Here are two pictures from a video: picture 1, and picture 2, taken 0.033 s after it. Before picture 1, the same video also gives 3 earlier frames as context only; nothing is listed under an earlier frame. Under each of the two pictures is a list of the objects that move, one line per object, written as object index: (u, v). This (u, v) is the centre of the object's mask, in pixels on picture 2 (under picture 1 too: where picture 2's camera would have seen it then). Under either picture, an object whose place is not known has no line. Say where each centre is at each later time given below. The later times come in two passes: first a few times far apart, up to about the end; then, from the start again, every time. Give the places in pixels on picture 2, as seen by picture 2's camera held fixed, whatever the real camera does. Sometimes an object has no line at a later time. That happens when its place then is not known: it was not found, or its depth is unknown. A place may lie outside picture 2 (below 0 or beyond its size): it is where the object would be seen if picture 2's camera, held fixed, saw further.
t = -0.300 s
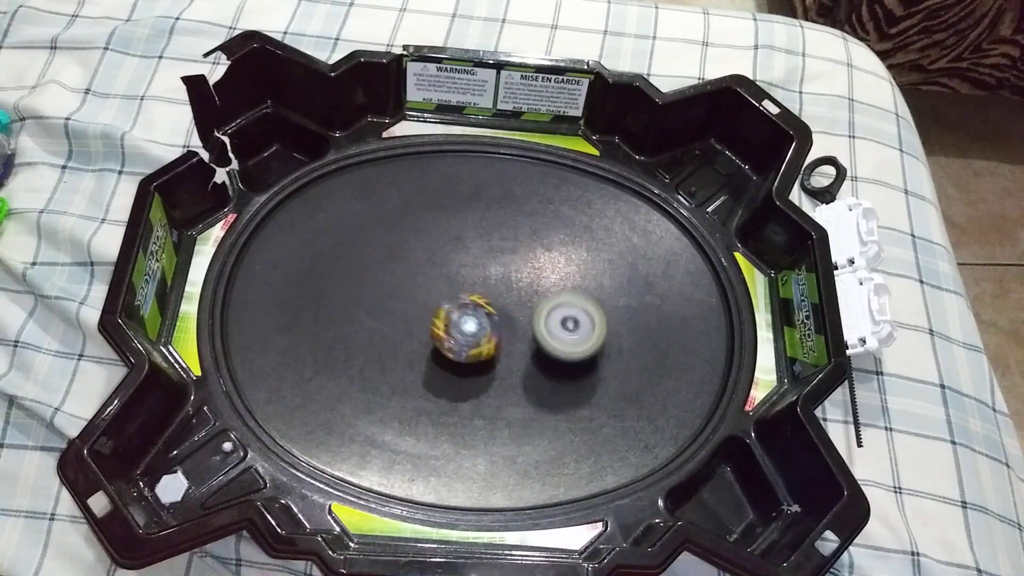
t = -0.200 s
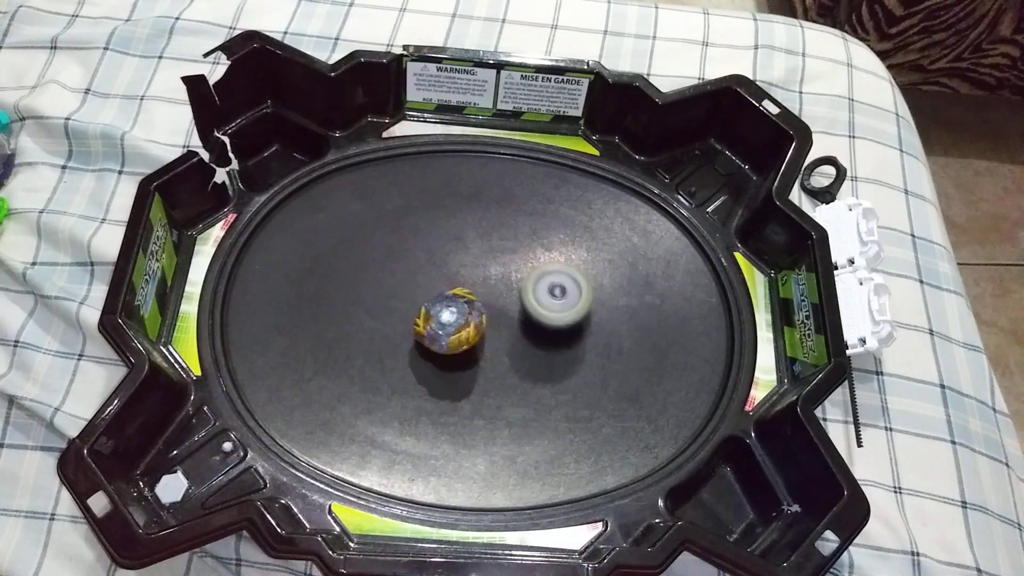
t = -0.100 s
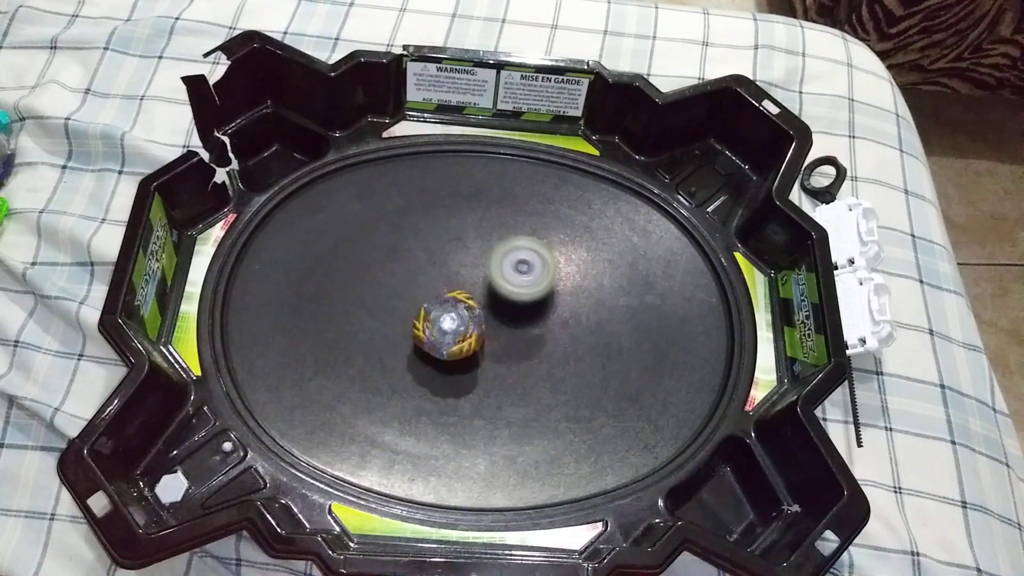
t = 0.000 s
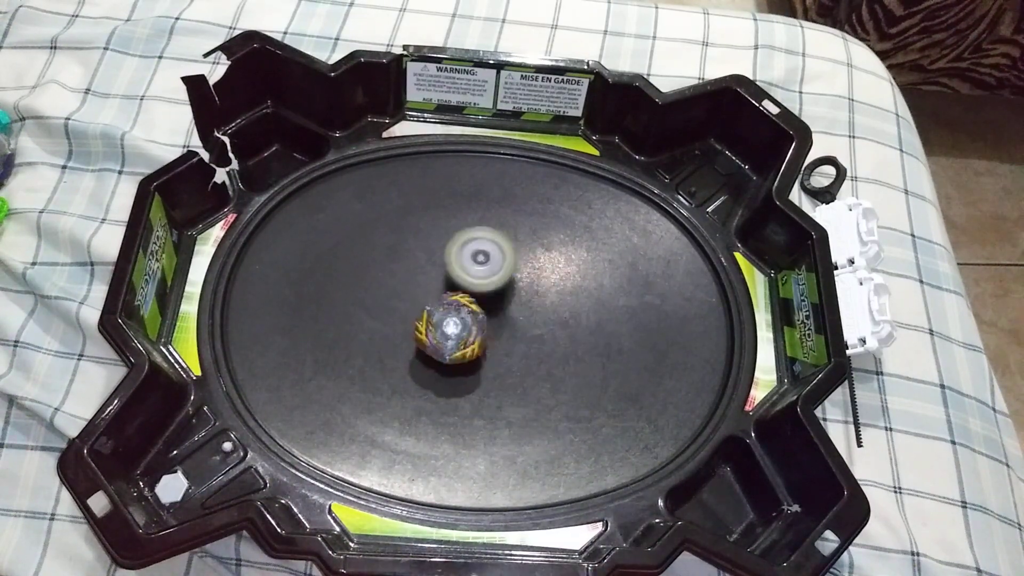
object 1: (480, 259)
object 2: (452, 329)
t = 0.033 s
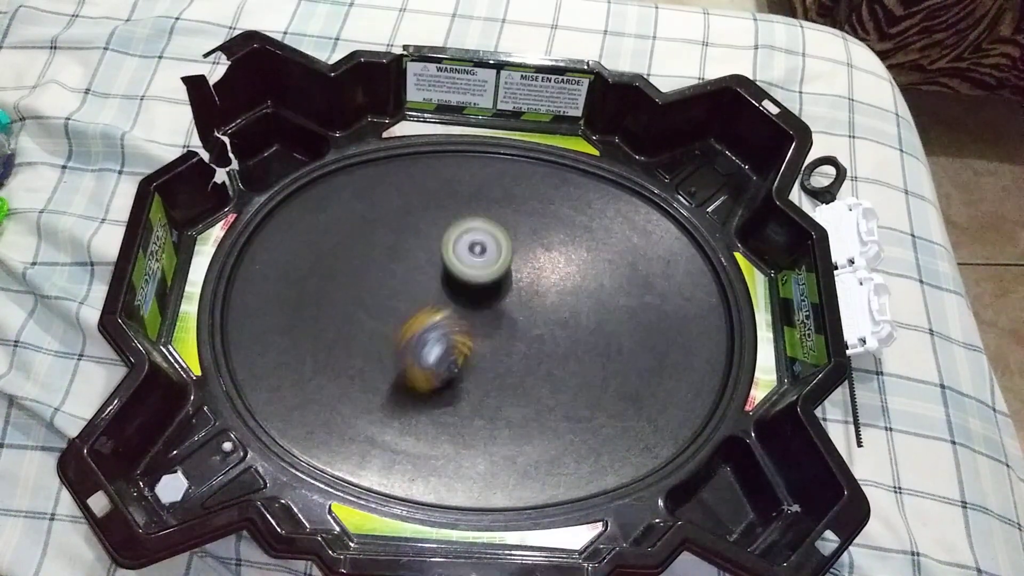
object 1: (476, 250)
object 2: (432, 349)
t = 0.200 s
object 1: (445, 224)
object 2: (295, 419)
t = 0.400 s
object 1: (395, 246)
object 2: (280, 326)
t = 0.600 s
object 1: (428, 302)
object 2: (331, 286)
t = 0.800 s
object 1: (496, 324)
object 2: (396, 322)
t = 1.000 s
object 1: (558, 334)
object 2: (453, 357)
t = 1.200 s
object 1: (599, 320)
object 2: (499, 355)
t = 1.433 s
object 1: (592, 292)
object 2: (517, 322)
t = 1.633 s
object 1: (561, 288)
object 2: (412, 290)
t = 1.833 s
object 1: (514, 319)
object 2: (423, 271)
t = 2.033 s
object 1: (488, 365)
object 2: (443, 306)
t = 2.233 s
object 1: (489, 399)
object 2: (413, 331)
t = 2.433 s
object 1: (506, 399)
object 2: (396, 316)
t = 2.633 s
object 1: (494, 360)
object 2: (419, 312)
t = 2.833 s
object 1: (471, 343)
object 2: (398, 310)
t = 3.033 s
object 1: (462, 332)
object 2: (381, 301)
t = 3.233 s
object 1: (497, 359)
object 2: (291, 231)
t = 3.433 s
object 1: (532, 362)
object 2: (324, 238)
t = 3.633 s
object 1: (552, 354)
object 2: (374, 306)
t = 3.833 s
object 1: (554, 338)
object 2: (400, 329)
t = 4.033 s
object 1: (525, 321)
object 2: (395, 331)
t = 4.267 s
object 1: (479, 318)
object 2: (403, 337)
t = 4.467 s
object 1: (461, 315)
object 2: (361, 330)
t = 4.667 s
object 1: (489, 309)
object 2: (284, 306)
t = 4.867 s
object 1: (525, 307)
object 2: (275, 272)
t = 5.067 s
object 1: (535, 295)
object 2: (348, 313)
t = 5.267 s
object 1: (520, 300)
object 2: (395, 353)
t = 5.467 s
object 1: (504, 328)
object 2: (405, 369)
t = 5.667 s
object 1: (495, 356)
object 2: (419, 377)
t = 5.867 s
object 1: (517, 361)
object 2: (406, 375)
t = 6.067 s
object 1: (520, 343)
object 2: (428, 368)
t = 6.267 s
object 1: (494, 327)
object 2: (438, 377)
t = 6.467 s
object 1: (476, 306)
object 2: (430, 374)
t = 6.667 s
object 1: (457, 285)
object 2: (452, 358)
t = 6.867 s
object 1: (425, 286)
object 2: (475, 365)
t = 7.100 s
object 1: (409, 316)
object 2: (483, 369)
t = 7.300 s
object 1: (411, 331)
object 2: (524, 382)
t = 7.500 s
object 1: (374, 316)
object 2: (650, 434)
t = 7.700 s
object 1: (365, 309)
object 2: (596, 397)
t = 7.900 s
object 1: (383, 307)
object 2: (547, 349)
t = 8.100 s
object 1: (417, 310)
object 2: (532, 329)
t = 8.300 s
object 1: (455, 316)
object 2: (536, 331)
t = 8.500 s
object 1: (473, 320)
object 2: (550, 332)
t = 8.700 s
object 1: (447, 315)
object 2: (585, 387)
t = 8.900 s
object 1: (426, 318)
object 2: (516, 394)
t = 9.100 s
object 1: (409, 321)
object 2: (514, 330)
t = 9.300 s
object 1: (404, 323)
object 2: (560, 342)
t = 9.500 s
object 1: (420, 324)
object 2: (541, 359)
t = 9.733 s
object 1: (433, 314)
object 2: (517, 331)
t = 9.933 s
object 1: (431, 304)
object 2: (532, 310)
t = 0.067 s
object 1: (475, 240)
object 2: (403, 375)
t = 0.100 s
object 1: (471, 233)
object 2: (373, 397)
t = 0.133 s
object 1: (464, 228)
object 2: (345, 409)
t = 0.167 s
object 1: (455, 226)
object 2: (319, 418)
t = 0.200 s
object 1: (445, 224)
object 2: (295, 419)
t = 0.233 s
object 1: (435, 224)
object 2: (280, 408)
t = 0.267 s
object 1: (426, 226)
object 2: (271, 394)
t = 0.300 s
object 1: (417, 229)
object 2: (266, 378)
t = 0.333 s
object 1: (409, 234)
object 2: (266, 357)
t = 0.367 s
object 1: (401, 239)
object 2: (269, 341)
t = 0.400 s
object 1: (395, 246)
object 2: (280, 326)
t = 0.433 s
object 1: (391, 255)
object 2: (292, 312)
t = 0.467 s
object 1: (387, 264)
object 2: (313, 301)
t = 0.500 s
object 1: (393, 273)
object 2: (318, 295)
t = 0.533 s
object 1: (405, 284)
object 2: (319, 290)
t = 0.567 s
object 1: (417, 293)
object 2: (323, 287)
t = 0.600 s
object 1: (428, 302)
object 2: (331, 286)
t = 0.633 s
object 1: (440, 308)
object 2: (340, 289)
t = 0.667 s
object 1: (452, 313)
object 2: (352, 293)
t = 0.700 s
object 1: (463, 316)
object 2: (362, 297)
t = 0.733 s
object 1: (474, 318)
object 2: (374, 306)
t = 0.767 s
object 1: (485, 321)
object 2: (384, 312)
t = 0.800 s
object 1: (496, 324)
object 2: (396, 322)
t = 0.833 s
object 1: (507, 327)
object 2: (407, 327)
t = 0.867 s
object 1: (518, 331)
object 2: (414, 334)
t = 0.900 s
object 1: (529, 334)
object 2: (425, 342)
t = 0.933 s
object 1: (539, 335)
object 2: (436, 345)
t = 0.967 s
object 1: (549, 335)
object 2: (442, 352)
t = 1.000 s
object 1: (558, 334)
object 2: (453, 357)
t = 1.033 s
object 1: (567, 334)
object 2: (461, 357)
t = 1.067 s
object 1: (575, 332)
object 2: (470, 359)
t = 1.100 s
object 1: (582, 330)
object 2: (478, 361)
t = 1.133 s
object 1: (589, 327)
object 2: (484, 358)
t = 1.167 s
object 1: (595, 324)
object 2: (493, 357)
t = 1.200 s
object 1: (599, 320)
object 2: (499, 355)
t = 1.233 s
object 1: (603, 316)
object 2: (507, 350)
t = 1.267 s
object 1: (605, 311)
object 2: (511, 345)
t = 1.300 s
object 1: (605, 307)
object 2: (516, 342)
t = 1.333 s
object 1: (603, 303)
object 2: (522, 337)
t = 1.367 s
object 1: (600, 299)
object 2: (525, 329)
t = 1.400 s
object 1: (595, 295)
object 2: (524, 323)
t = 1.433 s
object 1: (592, 292)
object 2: (517, 322)
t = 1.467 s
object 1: (592, 289)
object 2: (495, 321)
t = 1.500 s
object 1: (590, 286)
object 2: (473, 318)
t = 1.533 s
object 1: (584, 284)
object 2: (455, 311)
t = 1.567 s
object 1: (577, 285)
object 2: (437, 307)
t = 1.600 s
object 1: (569, 285)
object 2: (422, 299)
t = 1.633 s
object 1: (561, 288)
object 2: (412, 290)
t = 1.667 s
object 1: (552, 290)
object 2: (406, 283)
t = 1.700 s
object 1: (544, 295)
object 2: (405, 278)
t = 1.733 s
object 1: (536, 300)
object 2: (408, 274)
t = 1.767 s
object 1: (527, 306)
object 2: (411, 271)
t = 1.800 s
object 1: (520, 312)
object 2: (416, 271)
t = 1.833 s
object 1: (514, 319)
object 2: (423, 271)
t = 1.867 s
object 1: (508, 327)
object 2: (427, 272)
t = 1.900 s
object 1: (503, 335)
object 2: (432, 277)
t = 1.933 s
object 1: (499, 342)
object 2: (437, 283)
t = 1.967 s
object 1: (494, 350)
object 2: (441, 290)
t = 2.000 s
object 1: (491, 357)
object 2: (444, 299)
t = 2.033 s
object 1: (488, 365)
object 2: (443, 306)
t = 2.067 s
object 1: (486, 372)
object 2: (441, 315)
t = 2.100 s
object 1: (485, 378)
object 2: (437, 322)
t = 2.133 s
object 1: (485, 384)
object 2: (432, 327)
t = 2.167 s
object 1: (485, 390)
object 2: (424, 330)
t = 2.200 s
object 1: (487, 394)
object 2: (418, 331)
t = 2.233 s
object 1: (489, 399)
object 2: (413, 331)
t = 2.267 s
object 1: (491, 401)
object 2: (406, 329)
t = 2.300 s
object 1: (493, 404)
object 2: (402, 326)
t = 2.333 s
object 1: (496, 405)
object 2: (399, 324)
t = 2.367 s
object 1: (500, 405)
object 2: (397, 321)
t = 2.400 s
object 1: (503, 403)
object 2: (396, 318)
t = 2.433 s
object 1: (506, 399)
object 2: (396, 316)
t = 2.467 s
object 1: (507, 394)
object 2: (399, 314)
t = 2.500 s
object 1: (507, 388)
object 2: (401, 311)
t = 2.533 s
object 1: (506, 381)
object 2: (404, 311)
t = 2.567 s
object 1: (504, 374)
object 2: (409, 311)
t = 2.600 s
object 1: (500, 367)
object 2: (415, 311)
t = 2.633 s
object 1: (494, 360)
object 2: (419, 312)
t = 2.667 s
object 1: (488, 354)
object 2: (423, 316)
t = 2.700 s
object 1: (484, 351)
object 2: (422, 315)
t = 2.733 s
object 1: (480, 347)
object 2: (418, 314)
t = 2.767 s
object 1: (476, 345)
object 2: (412, 314)
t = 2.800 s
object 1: (472, 343)
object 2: (406, 313)
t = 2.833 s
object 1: (471, 343)
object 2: (398, 310)
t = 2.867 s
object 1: (471, 341)
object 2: (390, 307)
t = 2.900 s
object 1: (471, 340)
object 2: (382, 305)
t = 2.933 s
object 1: (470, 338)
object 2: (375, 304)
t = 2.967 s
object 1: (468, 336)
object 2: (374, 303)
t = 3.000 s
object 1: (466, 334)
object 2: (377, 302)
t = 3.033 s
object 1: (462, 332)
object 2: (381, 301)
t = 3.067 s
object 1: (458, 329)
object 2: (384, 299)
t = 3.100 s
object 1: (453, 327)
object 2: (385, 300)
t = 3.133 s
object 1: (465, 338)
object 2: (359, 283)
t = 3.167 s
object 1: (478, 347)
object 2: (333, 263)
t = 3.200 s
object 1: (489, 354)
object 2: (309, 245)
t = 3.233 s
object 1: (497, 359)
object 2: (291, 231)
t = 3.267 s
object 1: (504, 361)
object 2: (282, 220)
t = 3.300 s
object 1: (511, 362)
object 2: (284, 217)
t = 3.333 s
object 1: (516, 363)
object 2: (293, 218)
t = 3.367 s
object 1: (522, 363)
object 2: (303, 223)
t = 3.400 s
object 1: (527, 363)
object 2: (313, 229)
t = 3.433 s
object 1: (532, 362)
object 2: (324, 238)
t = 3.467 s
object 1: (536, 361)
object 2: (334, 251)
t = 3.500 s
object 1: (540, 360)
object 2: (343, 264)
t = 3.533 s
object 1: (543, 359)
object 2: (351, 277)
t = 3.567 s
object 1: (547, 358)
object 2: (358, 288)
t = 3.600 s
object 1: (549, 356)
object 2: (365, 298)
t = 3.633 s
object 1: (552, 354)
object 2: (374, 306)
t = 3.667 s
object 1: (554, 353)
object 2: (381, 312)
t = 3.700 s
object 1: (556, 350)
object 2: (388, 316)
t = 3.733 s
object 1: (556, 348)
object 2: (394, 320)
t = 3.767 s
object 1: (557, 344)
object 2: (398, 323)
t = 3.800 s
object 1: (556, 341)
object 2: (400, 326)
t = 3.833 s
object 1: (554, 338)
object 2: (400, 329)
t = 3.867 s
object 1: (550, 335)
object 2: (399, 330)
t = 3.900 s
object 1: (546, 331)
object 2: (399, 332)
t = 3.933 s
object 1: (542, 329)
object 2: (397, 332)
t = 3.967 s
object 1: (537, 326)
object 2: (395, 332)
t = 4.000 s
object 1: (531, 324)
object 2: (395, 331)
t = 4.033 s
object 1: (525, 321)
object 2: (395, 331)
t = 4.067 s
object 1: (519, 319)
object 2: (397, 330)
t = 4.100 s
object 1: (513, 318)
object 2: (398, 331)
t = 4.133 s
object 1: (507, 318)
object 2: (399, 331)
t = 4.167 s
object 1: (500, 318)
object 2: (401, 332)
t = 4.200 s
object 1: (493, 319)
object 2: (402, 334)
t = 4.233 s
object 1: (486, 318)
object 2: (402, 335)
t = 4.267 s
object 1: (479, 318)
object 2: (403, 337)
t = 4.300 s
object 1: (475, 318)
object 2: (393, 338)
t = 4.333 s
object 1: (477, 318)
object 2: (377, 339)
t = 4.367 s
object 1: (474, 319)
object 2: (366, 339)
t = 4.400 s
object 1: (470, 317)
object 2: (361, 338)
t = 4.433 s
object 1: (466, 317)
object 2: (359, 336)
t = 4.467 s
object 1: (461, 315)
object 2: (361, 330)
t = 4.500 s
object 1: (457, 313)
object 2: (362, 324)
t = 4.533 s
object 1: (452, 311)
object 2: (367, 322)
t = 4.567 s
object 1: (452, 310)
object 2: (364, 321)
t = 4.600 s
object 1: (468, 310)
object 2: (330, 316)
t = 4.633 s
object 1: (481, 310)
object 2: (303, 311)
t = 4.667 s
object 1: (489, 309)
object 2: (284, 306)
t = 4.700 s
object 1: (496, 308)
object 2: (269, 300)
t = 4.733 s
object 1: (502, 308)
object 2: (262, 294)
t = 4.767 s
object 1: (508, 308)
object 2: (260, 287)
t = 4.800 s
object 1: (514, 308)
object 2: (262, 281)
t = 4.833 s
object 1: (521, 308)
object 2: (266, 276)
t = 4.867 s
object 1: (525, 307)
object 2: (275, 272)
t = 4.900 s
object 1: (528, 305)
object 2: (283, 272)
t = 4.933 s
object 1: (531, 303)
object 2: (295, 275)
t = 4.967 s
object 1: (533, 301)
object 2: (310, 281)
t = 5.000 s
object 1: (534, 300)
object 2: (323, 290)
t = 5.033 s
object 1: (535, 297)
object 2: (337, 302)
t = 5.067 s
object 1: (535, 295)
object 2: (348, 313)
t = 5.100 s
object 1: (534, 295)
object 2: (359, 323)
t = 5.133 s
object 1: (532, 294)
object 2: (368, 333)
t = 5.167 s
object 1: (530, 294)
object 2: (377, 341)
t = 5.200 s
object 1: (527, 296)
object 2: (385, 346)
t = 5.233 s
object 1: (523, 297)
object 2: (391, 350)
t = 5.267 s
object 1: (520, 300)
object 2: (395, 353)
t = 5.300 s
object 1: (515, 302)
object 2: (399, 356)
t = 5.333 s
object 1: (512, 306)
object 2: (401, 359)
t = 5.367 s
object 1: (511, 310)
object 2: (402, 362)
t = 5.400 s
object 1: (510, 317)
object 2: (404, 364)
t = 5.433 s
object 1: (507, 323)
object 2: (404, 367)
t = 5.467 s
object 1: (504, 328)
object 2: (405, 369)
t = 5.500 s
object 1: (501, 334)
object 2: (409, 371)
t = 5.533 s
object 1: (499, 339)
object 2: (412, 372)
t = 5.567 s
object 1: (497, 343)
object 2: (413, 372)
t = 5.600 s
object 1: (496, 348)
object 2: (414, 374)
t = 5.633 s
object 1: (496, 352)
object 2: (416, 376)
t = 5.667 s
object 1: (495, 356)
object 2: (419, 377)
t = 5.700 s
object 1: (497, 359)
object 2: (419, 377)
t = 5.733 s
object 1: (503, 362)
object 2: (413, 376)
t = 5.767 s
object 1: (507, 363)
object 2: (410, 377)
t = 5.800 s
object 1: (511, 363)
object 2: (407, 377)
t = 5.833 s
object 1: (515, 363)
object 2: (405, 377)
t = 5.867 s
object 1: (517, 361)
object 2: (406, 375)
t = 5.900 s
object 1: (520, 359)
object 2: (409, 374)
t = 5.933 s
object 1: (522, 357)
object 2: (412, 372)
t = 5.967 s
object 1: (523, 354)
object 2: (415, 369)
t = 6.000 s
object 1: (523, 351)
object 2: (419, 367)
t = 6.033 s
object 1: (522, 347)
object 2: (423, 367)
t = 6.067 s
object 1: (520, 343)
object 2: (428, 368)
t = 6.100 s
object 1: (517, 339)
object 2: (433, 370)
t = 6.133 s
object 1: (513, 335)
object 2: (437, 372)
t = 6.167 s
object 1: (509, 332)
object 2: (439, 373)
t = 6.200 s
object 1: (504, 330)
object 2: (440, 374)
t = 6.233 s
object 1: (499, 328)
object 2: (441, 375)
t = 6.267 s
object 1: (494, 327)
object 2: (438, 377)
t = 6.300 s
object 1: (489, 325)
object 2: (436, 380)
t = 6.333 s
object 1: (486, 321)
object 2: (431, 382)
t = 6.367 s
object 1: (484, 318)
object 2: (427, 381)
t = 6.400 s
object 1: (482, 314)
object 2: (426, 380)
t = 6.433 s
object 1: (479, 310)
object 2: (427, 378)
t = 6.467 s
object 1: (476, 306)
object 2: (430, 374)
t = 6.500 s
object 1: (473, 302)
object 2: (433, 369)
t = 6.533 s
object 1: (470, 298)
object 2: (435, 365)
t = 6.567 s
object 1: (468, 295)
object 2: (439, 363)
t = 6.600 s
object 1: (465, 291)
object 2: (443, 362)
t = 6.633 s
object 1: (461, 287)
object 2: (447, 359)
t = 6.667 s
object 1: (457, 285)
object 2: (452, 358)
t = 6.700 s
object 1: (452, 283)
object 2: (455, 358)
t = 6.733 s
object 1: (447, 282)
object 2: (459, 358)
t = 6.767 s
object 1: (441, 282)
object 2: (464, 360)
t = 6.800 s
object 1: (436, 283)
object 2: (469, 362)
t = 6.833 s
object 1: (430, 284)
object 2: (472, 363)
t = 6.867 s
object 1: (425, 286)
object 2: (475, 365)
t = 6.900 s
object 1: (421, 289)
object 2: (478, 368)
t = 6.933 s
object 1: (417, 292)
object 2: (479, 370)
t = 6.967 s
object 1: (414, 296)
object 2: (481, 371)
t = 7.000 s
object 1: (411, 301)
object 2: (480, 370)
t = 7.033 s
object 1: (410, 305)
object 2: (480, 369)
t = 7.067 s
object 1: (409, 311)
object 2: (481, 369)
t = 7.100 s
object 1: (409, 316)
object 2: (483, 369)
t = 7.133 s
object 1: (411, 322)
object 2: (484, 369)
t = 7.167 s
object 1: (413, 327)
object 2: (484, 368)
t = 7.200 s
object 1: (417, 332)
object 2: (484, 368)
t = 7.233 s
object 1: (418, 334)
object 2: (487, 370)
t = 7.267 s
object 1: (422, 337)
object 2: (492, 370)
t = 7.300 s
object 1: (411, 331)
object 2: (524, 382)
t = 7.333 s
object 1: (399, 325)
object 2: (558, 394)
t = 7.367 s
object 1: (391, 320)
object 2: (590, 406)
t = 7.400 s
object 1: (386, 319)
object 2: (617, 414)
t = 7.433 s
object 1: (381, 318)
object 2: (636, 422)
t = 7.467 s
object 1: (377, 317)
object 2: (647, 429)
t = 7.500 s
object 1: (374, 316)
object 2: (650, 434)
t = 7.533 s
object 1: (371, 315)
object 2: (646, 435)
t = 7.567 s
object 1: (368, 314)
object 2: (636, 432)
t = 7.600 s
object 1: (367, 313)
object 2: (626, 425)
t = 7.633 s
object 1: (365, 311)
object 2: (616, 417)
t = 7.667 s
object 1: (365, 310)
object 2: (605, 408)
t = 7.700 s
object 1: (365, 309)
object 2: (596, 397)
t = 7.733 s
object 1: (366, 308)
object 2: (587, 387)
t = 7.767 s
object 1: (368, 308)
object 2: (579, 377)
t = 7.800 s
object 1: (371, 307)
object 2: (571, 368)
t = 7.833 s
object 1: (375, 307)
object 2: (562, 361)
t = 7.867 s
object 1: (379, 307)
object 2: (554, 355)
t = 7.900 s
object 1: (383, 307)
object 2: (547, 349)
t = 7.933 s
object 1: (388, 307)
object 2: (540, 345)
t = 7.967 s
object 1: (393, 307)
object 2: (535, 340)
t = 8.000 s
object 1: (398, 308)
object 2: (532, 336)
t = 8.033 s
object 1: (404, 308)
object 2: (531, 333)
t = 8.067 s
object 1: (410, 309)
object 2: (531, 331)
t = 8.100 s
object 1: (417, 310)
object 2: (532, 329)
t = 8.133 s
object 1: (423, 311)
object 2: (533, 328)
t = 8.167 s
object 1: (430, 312)
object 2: (534, 328)
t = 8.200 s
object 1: (436, 313)
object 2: (535, 329)
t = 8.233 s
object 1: (443, 315)
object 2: (537, 330)
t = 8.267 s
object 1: (449, 315)
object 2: (537, 330)
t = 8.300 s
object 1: (455, 316)
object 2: (536, 331)
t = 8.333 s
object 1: (462, 316)
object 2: (535, 331)
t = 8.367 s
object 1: (466, 317)
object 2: (536, 331)
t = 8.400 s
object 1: (468, 317)
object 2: (543, 332)
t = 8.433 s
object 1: (469, 317)
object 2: (546, 332)
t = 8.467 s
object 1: (471, 319)
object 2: (549, 332)
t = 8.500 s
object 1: (473, 320)
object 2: (550, 332)
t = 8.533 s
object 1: (475, 323)
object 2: (550, 332)
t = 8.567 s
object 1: (470, 321)
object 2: (561, 337)
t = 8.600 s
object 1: (462, 318)
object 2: (575, 351)
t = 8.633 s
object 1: (455, 316)
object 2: (584, 364)
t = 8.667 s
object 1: (451, 316)
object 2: (587, 376)
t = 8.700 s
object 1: (447, 315)
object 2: (585, 387)
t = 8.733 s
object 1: (443, 315)
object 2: (578, 398)
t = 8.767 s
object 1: (440, 315)
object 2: (570, 404)
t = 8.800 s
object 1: (436, 316)
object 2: (556, 407)
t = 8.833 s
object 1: (433, 316)
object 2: (543, 406)
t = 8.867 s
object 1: (429, 317)
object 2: (529, 402)
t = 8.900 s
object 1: (426, 318)
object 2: (516, 394)
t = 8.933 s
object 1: (422, 319)
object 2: (506, 383)
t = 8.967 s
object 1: (420, 321)
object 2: (496, 369)
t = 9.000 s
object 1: (419, 322)
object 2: (492, 354)
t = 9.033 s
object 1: (417, 323)
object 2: (491, 342)
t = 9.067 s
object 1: (411, 321)
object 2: (504, 335)
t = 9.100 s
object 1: (409, 321)
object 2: (514, 330)
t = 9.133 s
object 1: (407, 321)
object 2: (528, 327)
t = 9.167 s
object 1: (405, 321)
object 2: (536, 327)
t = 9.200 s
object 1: (404, 322)
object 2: (547, 329)
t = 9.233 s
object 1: (403, 322)
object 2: (552, 333)
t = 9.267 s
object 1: (403, 322)
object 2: (558, 337)
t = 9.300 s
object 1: (404, 323)
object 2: (560, 342)
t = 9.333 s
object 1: (406, 324)
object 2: (561, 347)
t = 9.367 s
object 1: (408, 324)
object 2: (559, 351)
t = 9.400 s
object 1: (411, 324)
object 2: (558, 356)
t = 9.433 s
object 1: (413, 324)
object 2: (554, 357)
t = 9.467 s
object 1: (416, 324)
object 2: (548, 359)
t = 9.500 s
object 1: (420, 324)
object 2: (541, 359)
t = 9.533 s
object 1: (424, 324)
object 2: (533, 359)
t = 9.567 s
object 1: (428, 323)
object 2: (526, 355)
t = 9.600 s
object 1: (432, 323)
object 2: (517, 350)
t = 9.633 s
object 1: (436, 322)
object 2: (509, 345)
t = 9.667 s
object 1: (437, 319)
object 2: (509, 339)
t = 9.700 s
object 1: (435, 315)
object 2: (512, 336)
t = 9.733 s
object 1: (433, 314)
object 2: (517, 331)
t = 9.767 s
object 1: (432, 312)
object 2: (517, 325)
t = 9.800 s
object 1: (432, 310)
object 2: (520, 321)
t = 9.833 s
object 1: (431, 308)
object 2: (524, 316)
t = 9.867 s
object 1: (431, 306)
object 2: (528, 314)
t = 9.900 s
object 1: (430, 305)
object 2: (530, 311)
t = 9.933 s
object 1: (431, 304)
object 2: (532, 310)
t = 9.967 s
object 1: (431, 304)
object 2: (535, 310)
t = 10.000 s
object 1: (432, 303)
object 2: (536, 310)
